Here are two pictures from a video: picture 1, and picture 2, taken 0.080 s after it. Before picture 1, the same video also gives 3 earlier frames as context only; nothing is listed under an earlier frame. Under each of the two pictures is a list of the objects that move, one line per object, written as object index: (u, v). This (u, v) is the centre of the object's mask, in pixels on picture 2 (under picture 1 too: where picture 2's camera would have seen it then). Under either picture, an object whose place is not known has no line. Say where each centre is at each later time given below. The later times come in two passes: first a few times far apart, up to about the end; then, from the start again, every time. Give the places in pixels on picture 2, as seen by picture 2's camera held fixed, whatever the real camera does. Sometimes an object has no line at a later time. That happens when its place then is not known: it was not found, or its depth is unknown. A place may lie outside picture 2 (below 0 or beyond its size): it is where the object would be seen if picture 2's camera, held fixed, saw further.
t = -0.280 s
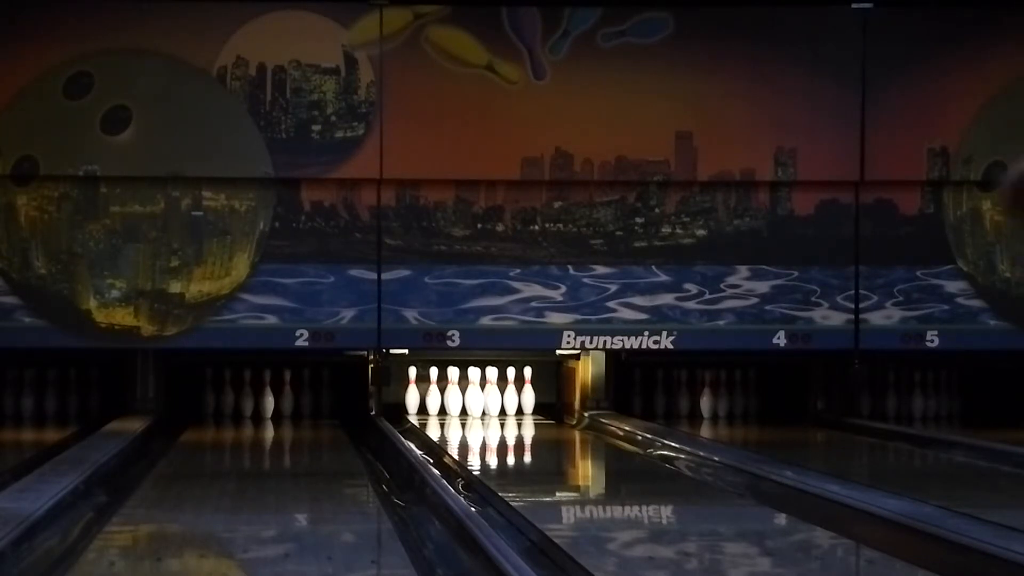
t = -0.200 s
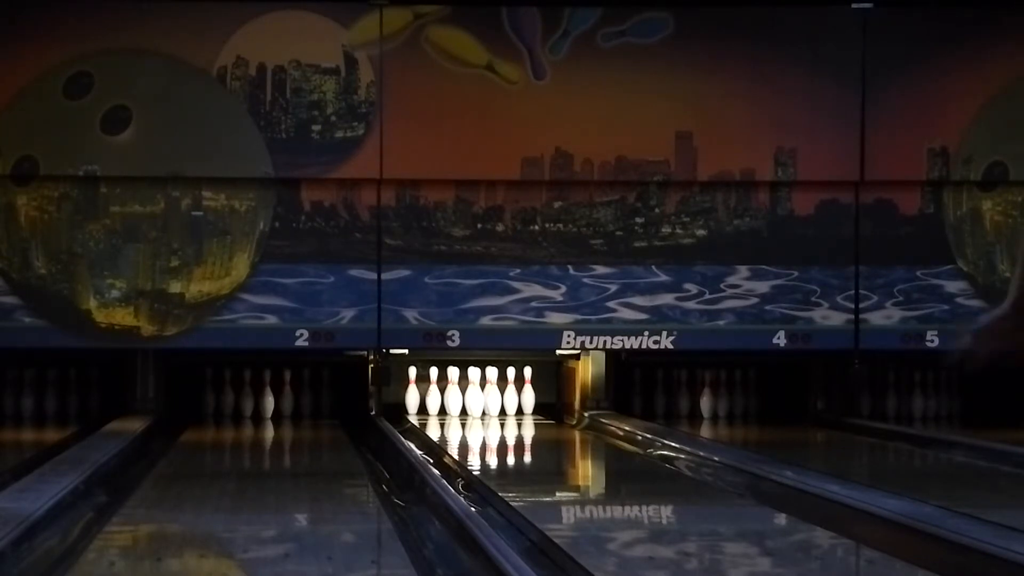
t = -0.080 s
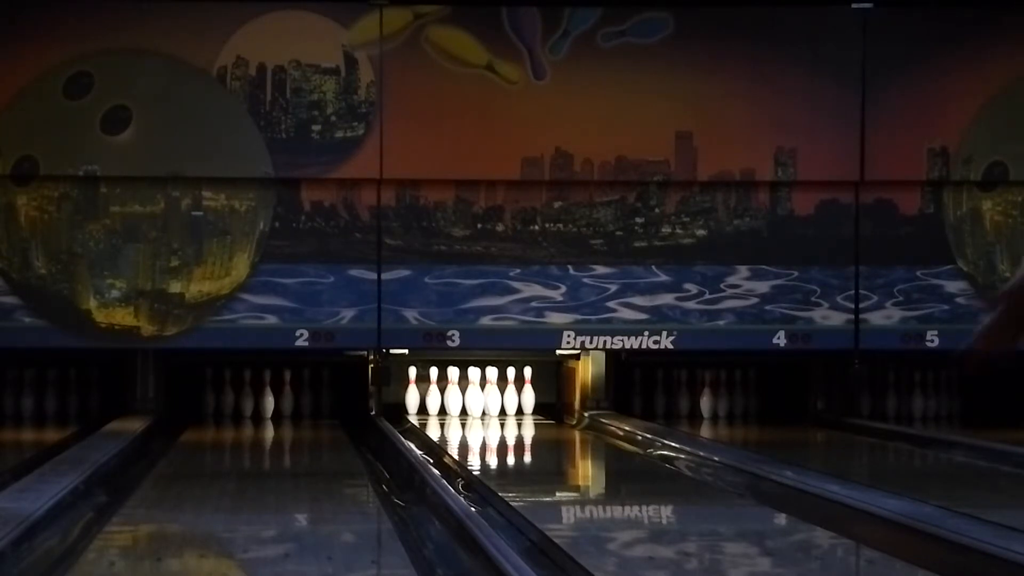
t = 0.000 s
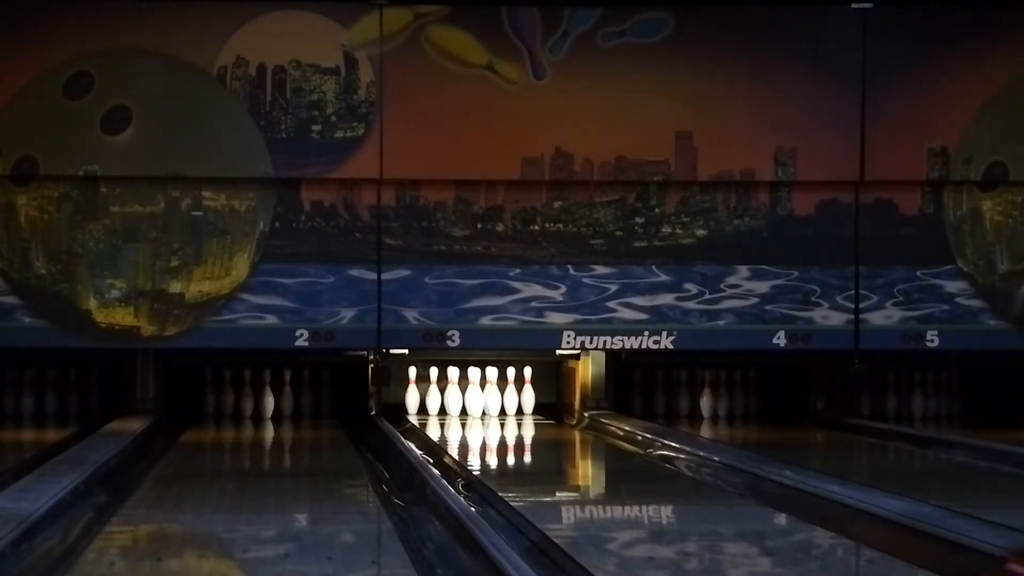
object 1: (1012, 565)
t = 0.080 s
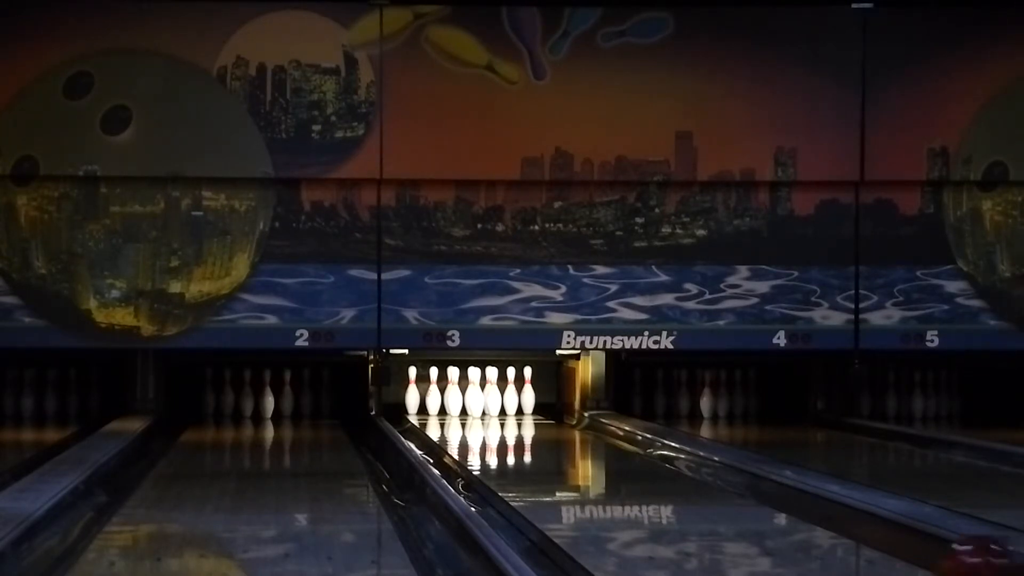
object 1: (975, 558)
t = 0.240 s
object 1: (898, 544)
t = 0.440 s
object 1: (821, 515)
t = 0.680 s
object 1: (751, 489)
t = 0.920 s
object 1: (695, 468)
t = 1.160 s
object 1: (649, 452)
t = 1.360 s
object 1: (617, 442)
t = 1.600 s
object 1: (581, 430)
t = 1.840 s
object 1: (551, 421)
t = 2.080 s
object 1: (522, 414)
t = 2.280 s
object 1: (500, 410)
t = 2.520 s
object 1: (475, 405)
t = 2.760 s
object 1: (458, 402)
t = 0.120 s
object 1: (959, 555)
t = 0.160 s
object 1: (936, 552)
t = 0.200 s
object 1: (919, 549)
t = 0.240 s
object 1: (898, 544)
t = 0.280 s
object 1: (883, 540)
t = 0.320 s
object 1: (867, 534)
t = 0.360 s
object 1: (850, 527)
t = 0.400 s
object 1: (837, 521)
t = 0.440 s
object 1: (821, 515)
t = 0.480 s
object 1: (808, 510)
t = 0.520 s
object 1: (796, 505)
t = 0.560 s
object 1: (783, 501)
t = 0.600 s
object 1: (773, 496)
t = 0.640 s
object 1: (760, 492)
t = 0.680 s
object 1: (751, 489)
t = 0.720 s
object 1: (741, 486)
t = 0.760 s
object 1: (731, 481)
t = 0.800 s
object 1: (721, 478)
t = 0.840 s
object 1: (713, 473)
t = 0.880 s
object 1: (703, 470)
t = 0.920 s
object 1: (695, 468)
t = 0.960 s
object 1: (687, 465)
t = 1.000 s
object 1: (679, 462)
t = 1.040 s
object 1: (671, 459)
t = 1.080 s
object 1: (663, 457)
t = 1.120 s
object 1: (656, 455)
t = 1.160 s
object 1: (649, 452)
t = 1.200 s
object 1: (643, 450)
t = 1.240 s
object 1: (635, 447)
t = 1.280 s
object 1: (629, 446)
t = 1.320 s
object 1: (622, 443)
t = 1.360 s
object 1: (617, 442)
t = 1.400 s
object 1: (611, 439)
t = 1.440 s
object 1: (605, 438)
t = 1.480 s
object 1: (598, 436)
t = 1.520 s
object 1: (593, 434)
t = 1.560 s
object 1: (588, 432)
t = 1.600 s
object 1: (581, 430)
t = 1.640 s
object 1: (576, 429)
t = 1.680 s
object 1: (572, 427)
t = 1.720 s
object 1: (567, 425)
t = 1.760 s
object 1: (562, 422)
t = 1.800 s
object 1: (557, 422)
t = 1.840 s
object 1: (551, 421)
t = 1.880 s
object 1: (546, 420)
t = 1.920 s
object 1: (541, 419)
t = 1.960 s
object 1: (536, 418)
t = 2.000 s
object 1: (531, 417)
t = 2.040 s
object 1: (526, 416)
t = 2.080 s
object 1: (522, 414)
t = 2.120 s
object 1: (518, 413)
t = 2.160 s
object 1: (513, 413)
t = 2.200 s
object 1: (509, 412)
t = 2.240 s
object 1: (505, 411)
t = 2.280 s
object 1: (500, 410)
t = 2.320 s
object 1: (496, 409)
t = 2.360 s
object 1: (491, 408)
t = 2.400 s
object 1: (488, 408)
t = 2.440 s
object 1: (483, 407)
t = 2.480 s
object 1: (479, 406)
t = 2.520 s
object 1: (475, 405)
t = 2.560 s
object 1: (471, 405)
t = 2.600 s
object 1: (467, 404)
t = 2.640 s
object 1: (463, 403)
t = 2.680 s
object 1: (461, 403)
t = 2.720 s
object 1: (460, 402)
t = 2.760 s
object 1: (458, 402)
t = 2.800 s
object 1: (455, 402)
